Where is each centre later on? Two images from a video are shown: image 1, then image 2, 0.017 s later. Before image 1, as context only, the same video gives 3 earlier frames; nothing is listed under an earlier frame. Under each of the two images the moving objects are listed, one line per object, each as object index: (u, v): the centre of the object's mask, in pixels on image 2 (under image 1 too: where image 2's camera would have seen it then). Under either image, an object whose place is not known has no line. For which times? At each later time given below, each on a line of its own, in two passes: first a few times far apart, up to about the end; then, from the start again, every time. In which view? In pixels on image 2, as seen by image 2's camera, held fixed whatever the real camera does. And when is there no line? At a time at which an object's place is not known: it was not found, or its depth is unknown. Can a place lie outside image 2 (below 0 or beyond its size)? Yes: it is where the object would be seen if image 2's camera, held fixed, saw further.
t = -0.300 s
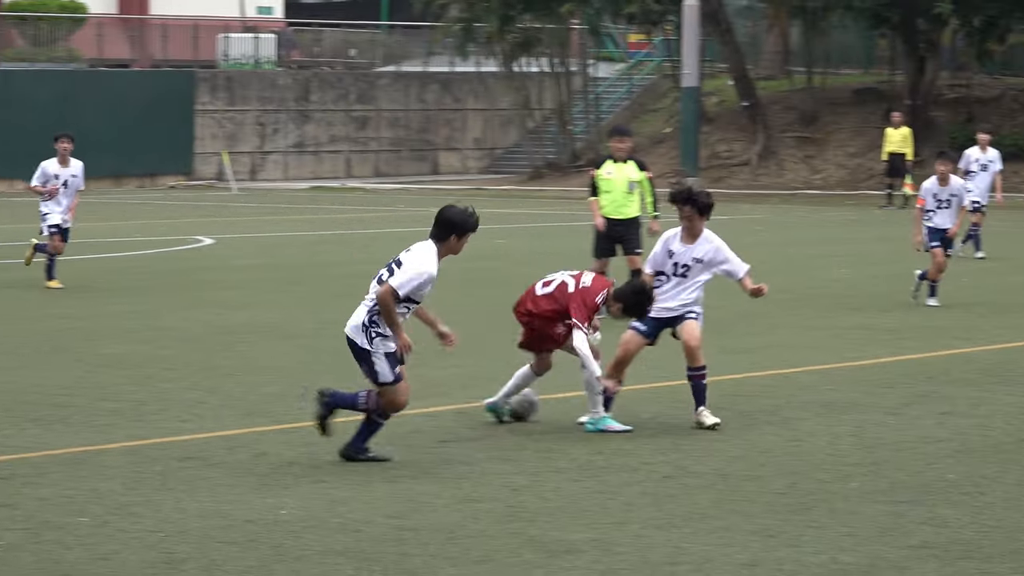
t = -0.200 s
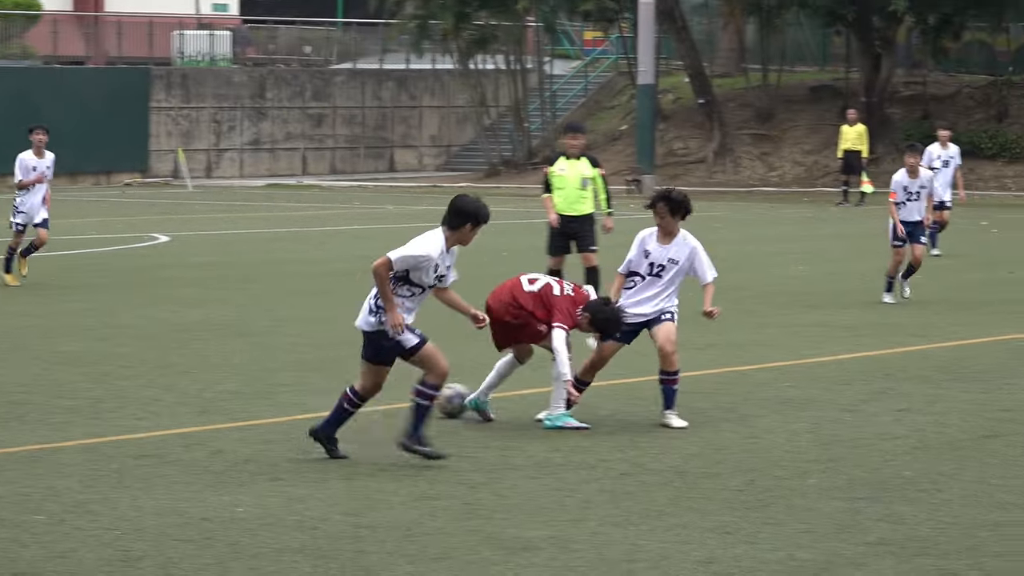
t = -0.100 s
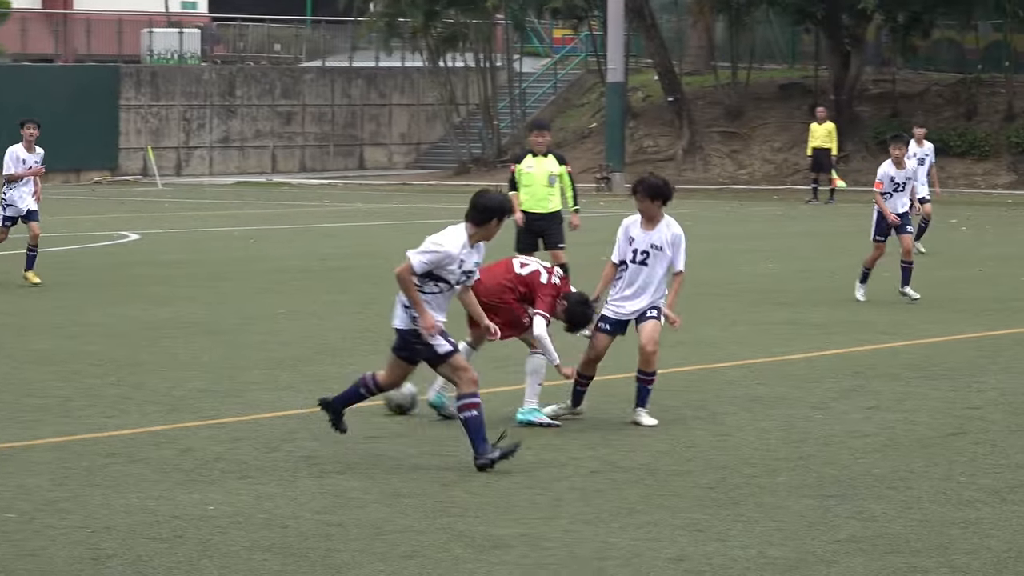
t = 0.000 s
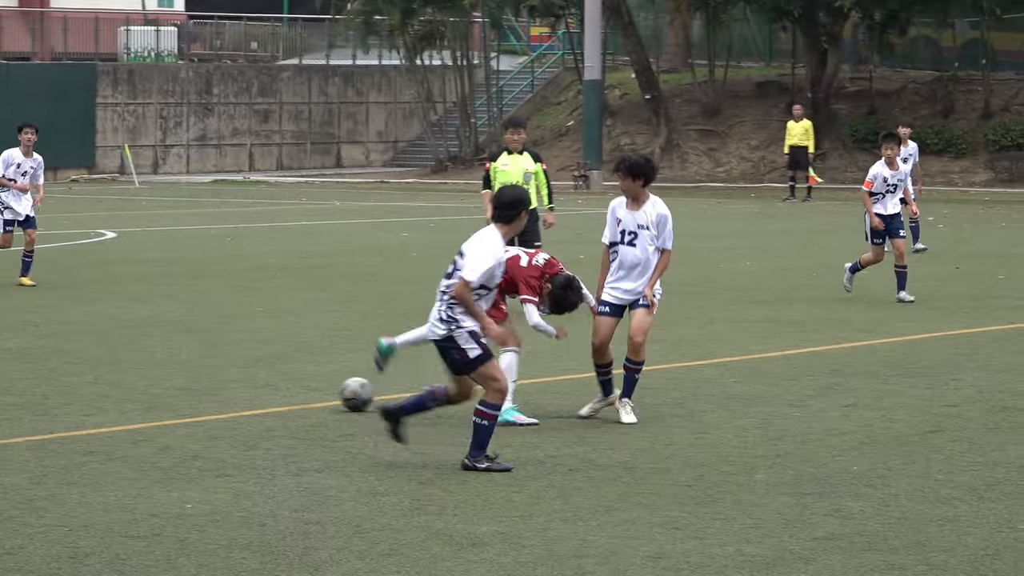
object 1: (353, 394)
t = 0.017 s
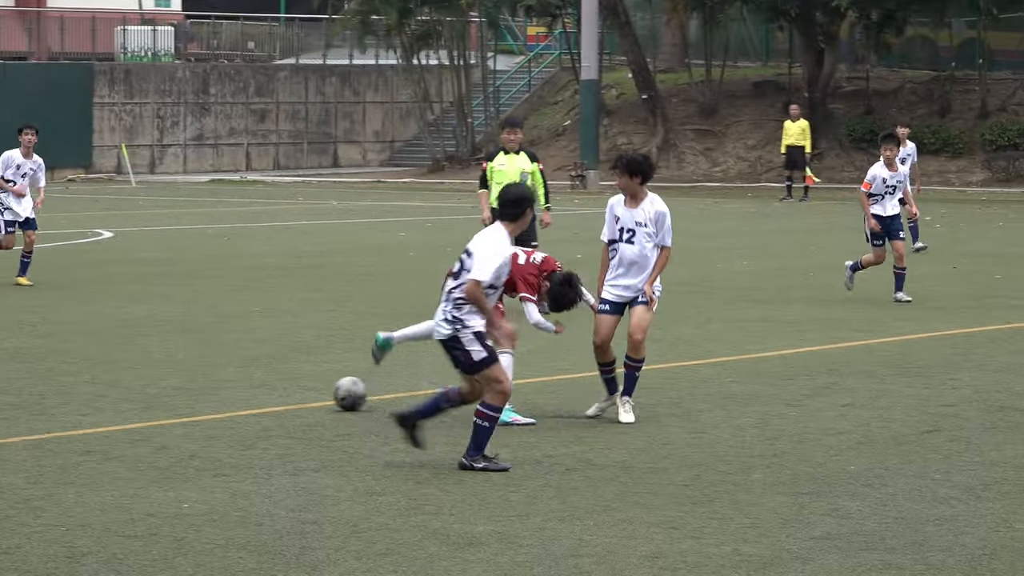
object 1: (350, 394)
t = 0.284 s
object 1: (296, 391)
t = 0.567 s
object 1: (245, 388)
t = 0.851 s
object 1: (196, 387)
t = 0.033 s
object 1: (346, 393)
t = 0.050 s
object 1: (343, 393)
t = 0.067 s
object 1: (339, 393)
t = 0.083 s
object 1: (336, 393)
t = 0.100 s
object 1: (333, 393)
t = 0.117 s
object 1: (330, 392)
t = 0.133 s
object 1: (326, 392)
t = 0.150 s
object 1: (323, 392)
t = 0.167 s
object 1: (319, 392)
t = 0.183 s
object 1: (316, 392)
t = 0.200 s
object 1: (312, 392)
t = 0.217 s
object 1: (309, 391)
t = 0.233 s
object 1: (306, 391)
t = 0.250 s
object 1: (303, 391)
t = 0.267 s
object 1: (299, 391)
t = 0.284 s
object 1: (296, 391)
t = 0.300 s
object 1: (292, 391)
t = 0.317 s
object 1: (289, 390)
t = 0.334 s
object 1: (286, 390)
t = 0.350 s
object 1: (283, 390)
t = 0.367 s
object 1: (280, 390)
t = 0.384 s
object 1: (277, 389)
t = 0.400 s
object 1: (274, 389)
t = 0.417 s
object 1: (270, 389)
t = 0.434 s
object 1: (268, 389)
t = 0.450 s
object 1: (265, 389)
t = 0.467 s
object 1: (262, 388)
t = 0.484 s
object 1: (258, 389)
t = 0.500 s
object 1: (255, 389)
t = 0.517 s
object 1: (253, 388)
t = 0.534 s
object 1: (250, 388)
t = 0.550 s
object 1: (248, 388)
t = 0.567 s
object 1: (245, 388)
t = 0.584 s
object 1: (242, 388)
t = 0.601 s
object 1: (239, 388)
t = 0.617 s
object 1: (236, 388)
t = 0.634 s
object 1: (234, 388)
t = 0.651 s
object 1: (231, 387)
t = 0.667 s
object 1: (228, 387)
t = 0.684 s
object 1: (226, 387)
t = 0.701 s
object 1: (222, 387)
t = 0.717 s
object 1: (219, 387)
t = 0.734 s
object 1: (216, 387)
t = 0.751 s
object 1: (213, 387)
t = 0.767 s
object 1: (210, 387)
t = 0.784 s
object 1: (207, 387)
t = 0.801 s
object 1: (204, 387)
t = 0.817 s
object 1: (202, 387)
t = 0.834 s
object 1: (199, 387)
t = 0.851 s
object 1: (196, 387)
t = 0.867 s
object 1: (193, 387)
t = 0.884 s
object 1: (190, 387)
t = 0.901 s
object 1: (188, 387)
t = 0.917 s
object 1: (185, 387)
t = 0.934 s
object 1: (183, 387)
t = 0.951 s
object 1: (180, 387)
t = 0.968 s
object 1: (177, 387)
